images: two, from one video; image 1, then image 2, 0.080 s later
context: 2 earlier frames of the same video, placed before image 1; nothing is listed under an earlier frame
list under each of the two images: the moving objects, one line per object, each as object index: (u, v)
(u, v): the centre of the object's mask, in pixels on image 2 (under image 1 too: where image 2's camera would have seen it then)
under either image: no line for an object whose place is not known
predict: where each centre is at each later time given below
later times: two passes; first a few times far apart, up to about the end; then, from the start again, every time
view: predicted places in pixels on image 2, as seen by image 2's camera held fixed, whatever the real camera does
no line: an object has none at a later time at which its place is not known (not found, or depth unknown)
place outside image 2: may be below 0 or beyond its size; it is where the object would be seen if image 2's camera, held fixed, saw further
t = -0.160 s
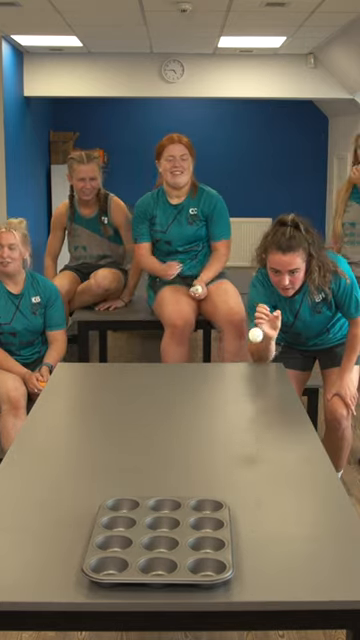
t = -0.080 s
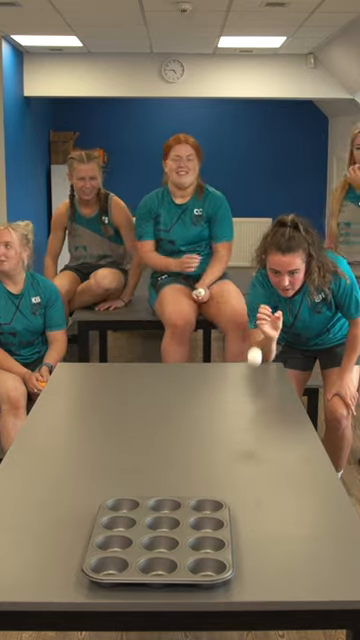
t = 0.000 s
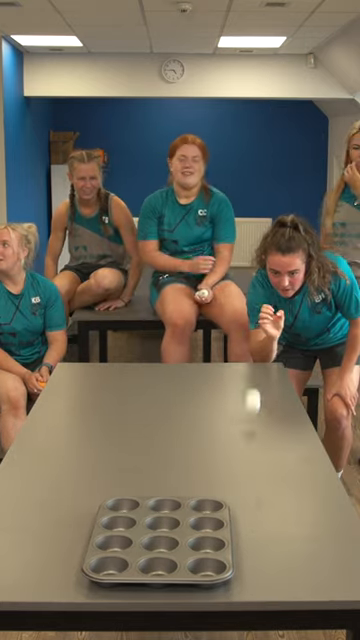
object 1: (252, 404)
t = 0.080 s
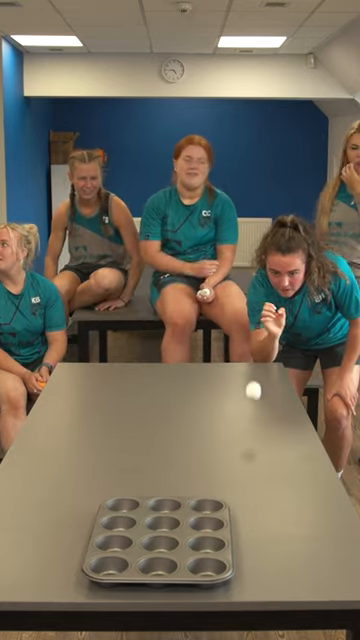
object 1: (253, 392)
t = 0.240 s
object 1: (253, 376)
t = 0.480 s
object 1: (253, 422)
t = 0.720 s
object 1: (249, 477)
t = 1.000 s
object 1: (256, 486)
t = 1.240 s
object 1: (267, 507)
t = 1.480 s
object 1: (282, 557)
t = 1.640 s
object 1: (292, 628)
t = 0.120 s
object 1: (253, 380)
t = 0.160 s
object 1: (253, 374)
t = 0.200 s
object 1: (253, 372)
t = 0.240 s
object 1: (253, 376)
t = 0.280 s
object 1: (254, 387)
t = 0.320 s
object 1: (253, 405)
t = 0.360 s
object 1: (254, 428)
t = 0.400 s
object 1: (253, 453)
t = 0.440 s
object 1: (253, 435)
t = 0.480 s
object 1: (253, 422)
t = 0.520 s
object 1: (252, 414)
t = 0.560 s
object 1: (252, 412)
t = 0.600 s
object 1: (252, 418)
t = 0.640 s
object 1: (251, 430)
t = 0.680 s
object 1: (250, 449)
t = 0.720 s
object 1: (249, 477)
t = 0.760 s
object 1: (248, 488)
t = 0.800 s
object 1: (250, 470)
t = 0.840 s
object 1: (252, 459)
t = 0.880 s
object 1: (253, 455)
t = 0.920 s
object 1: (254, 457)
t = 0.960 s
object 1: (256, 467)
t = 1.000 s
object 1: (256, 486)
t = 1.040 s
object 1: (257, 512)
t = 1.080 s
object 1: (258, 535)
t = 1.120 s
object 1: (261, 516)
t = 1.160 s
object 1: (263, 505)
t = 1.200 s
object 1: (265, 503)
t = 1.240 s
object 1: (267, 507)
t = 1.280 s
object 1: (270, 521)
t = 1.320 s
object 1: (272, 545)
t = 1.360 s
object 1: (273, 577)
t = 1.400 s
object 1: (275, 575)
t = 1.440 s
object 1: (279, 562)
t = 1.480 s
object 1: (282, 557)
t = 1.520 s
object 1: (285, 561)
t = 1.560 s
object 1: (288, 575)
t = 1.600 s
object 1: (291, 600)
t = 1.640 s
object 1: (292, 628)
